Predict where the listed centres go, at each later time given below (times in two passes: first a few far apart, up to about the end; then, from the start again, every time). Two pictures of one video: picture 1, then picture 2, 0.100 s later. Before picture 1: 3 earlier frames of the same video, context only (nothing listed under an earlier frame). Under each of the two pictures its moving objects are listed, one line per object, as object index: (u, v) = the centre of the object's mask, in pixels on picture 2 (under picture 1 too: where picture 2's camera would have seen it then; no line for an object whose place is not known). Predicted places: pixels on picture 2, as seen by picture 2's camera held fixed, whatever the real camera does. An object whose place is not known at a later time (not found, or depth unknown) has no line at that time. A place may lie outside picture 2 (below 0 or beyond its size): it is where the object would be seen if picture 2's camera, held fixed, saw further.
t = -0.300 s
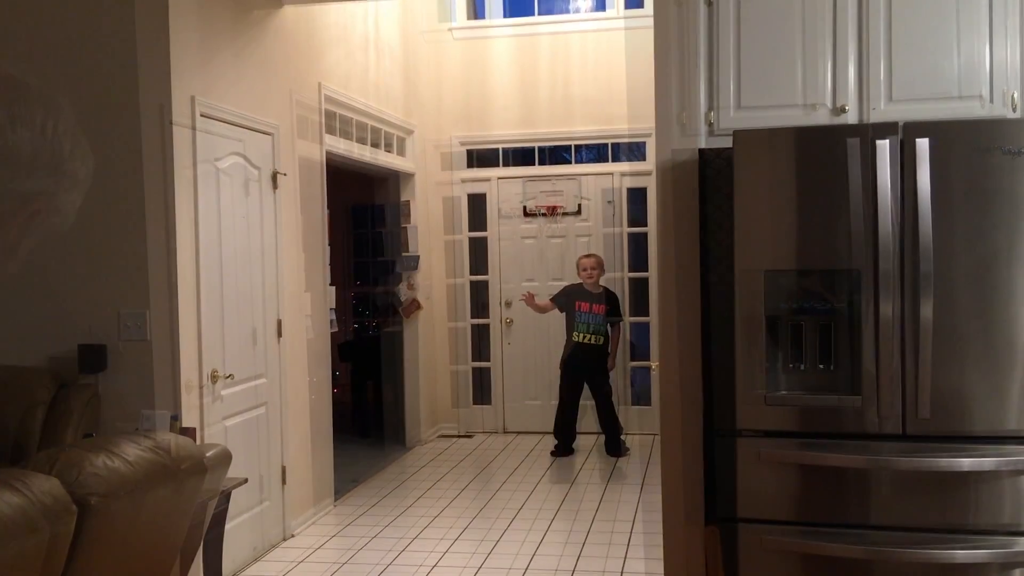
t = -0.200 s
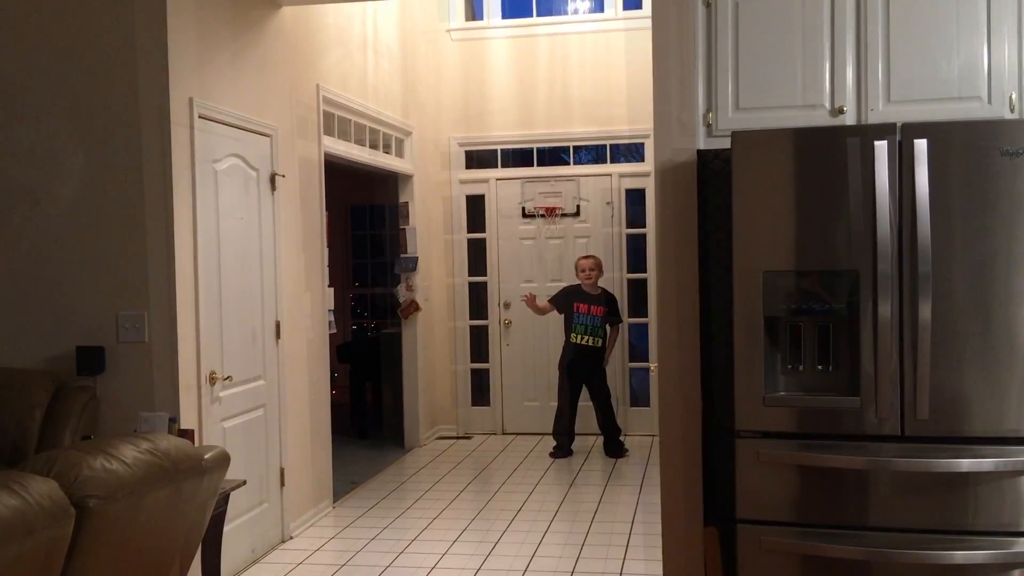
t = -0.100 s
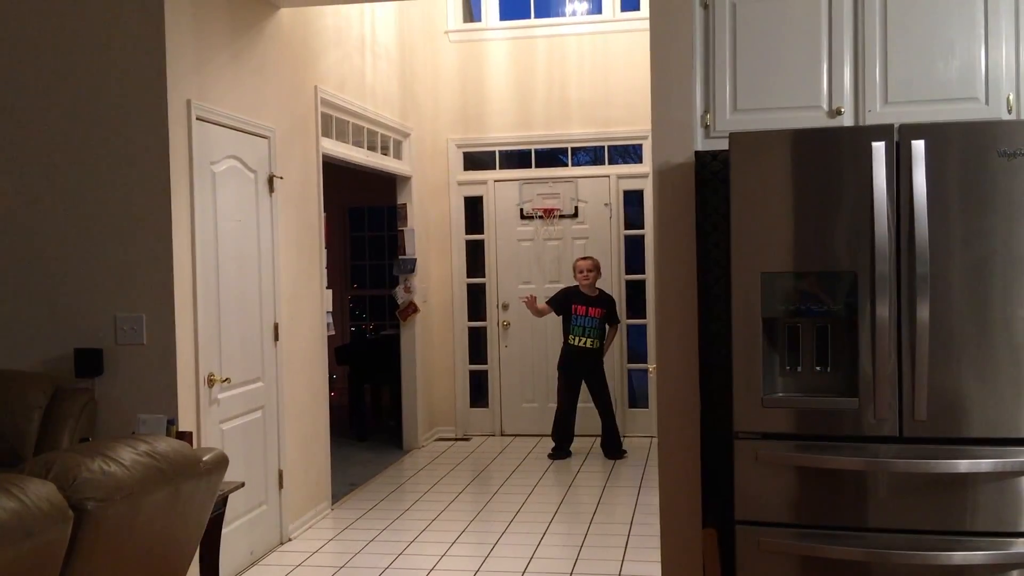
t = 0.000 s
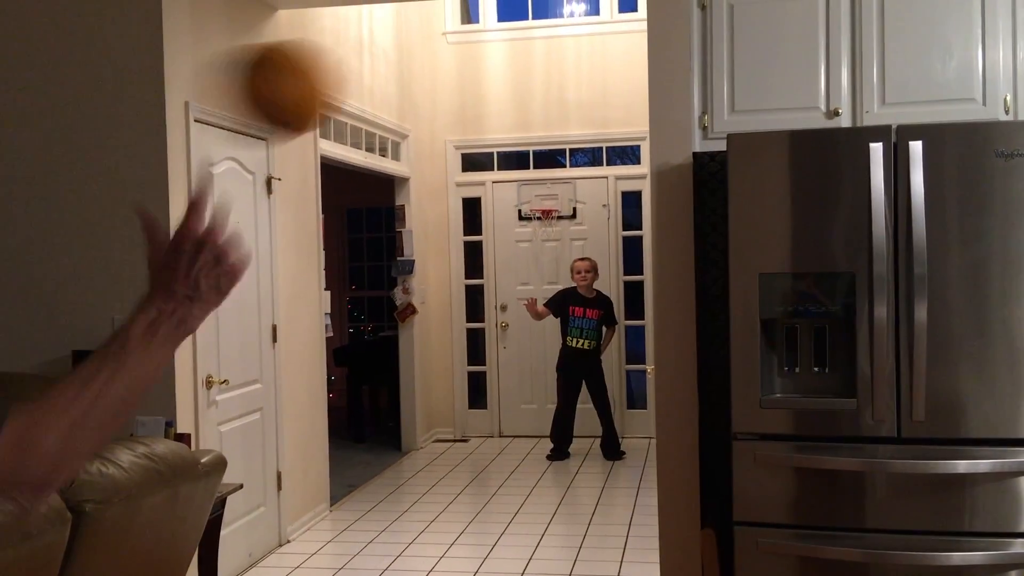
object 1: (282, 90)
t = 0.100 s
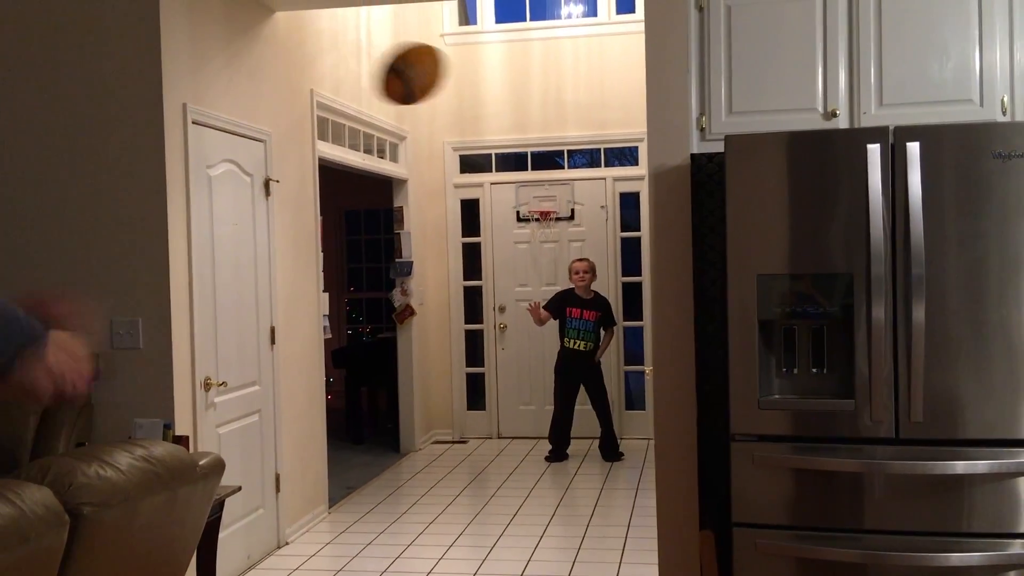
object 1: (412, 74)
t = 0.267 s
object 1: (492, 109)
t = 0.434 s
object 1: (531, 164)
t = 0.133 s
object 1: (435, 78)
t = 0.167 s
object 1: (453, 83)
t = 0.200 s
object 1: (468, 90)
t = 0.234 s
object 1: (481, 99)
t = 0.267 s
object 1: (492, 109)
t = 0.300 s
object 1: (502, 119)
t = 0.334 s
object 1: (511, 130)
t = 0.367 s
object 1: (518, 142)
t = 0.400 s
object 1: (527, 156)
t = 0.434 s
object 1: (531, 164)
